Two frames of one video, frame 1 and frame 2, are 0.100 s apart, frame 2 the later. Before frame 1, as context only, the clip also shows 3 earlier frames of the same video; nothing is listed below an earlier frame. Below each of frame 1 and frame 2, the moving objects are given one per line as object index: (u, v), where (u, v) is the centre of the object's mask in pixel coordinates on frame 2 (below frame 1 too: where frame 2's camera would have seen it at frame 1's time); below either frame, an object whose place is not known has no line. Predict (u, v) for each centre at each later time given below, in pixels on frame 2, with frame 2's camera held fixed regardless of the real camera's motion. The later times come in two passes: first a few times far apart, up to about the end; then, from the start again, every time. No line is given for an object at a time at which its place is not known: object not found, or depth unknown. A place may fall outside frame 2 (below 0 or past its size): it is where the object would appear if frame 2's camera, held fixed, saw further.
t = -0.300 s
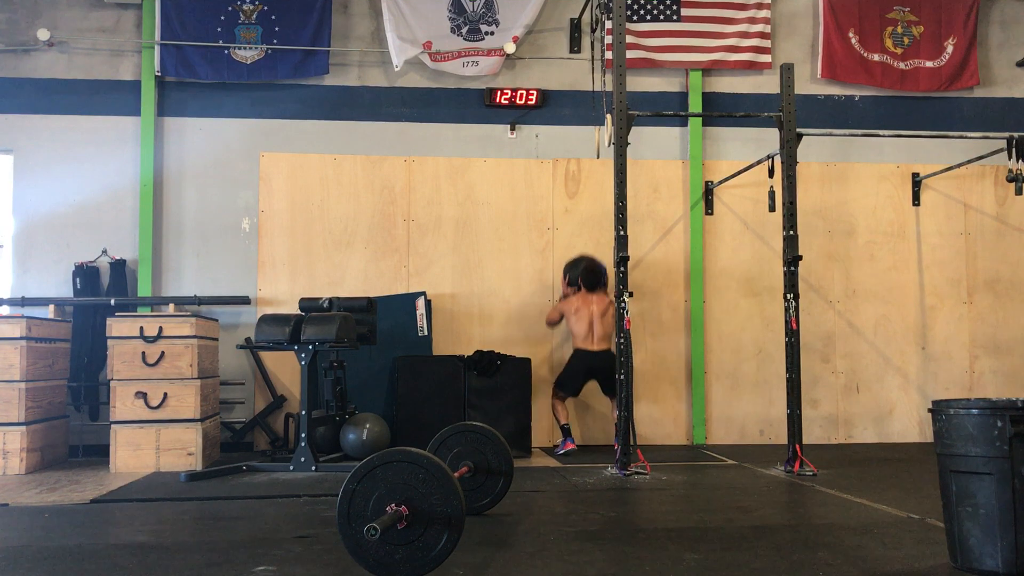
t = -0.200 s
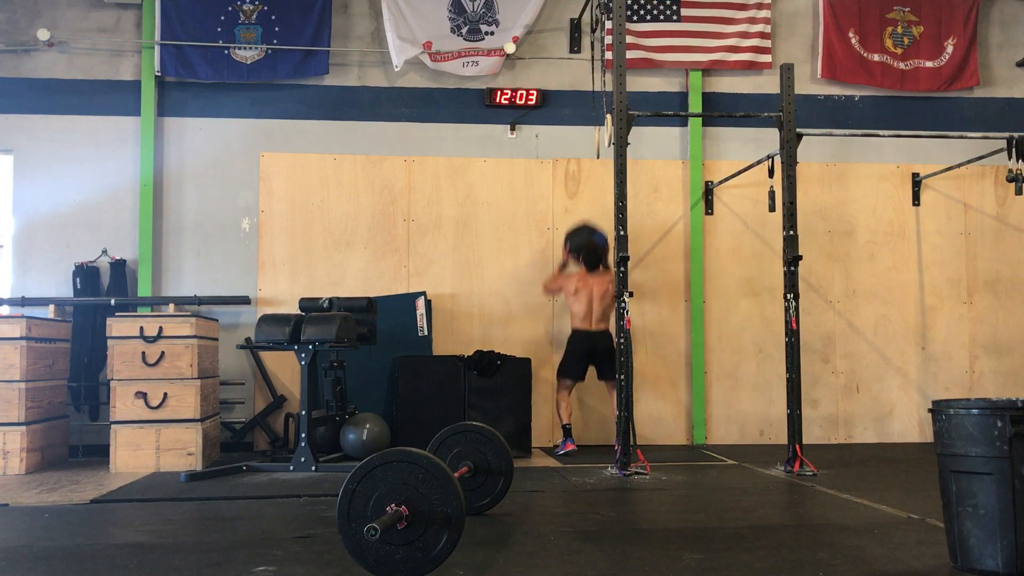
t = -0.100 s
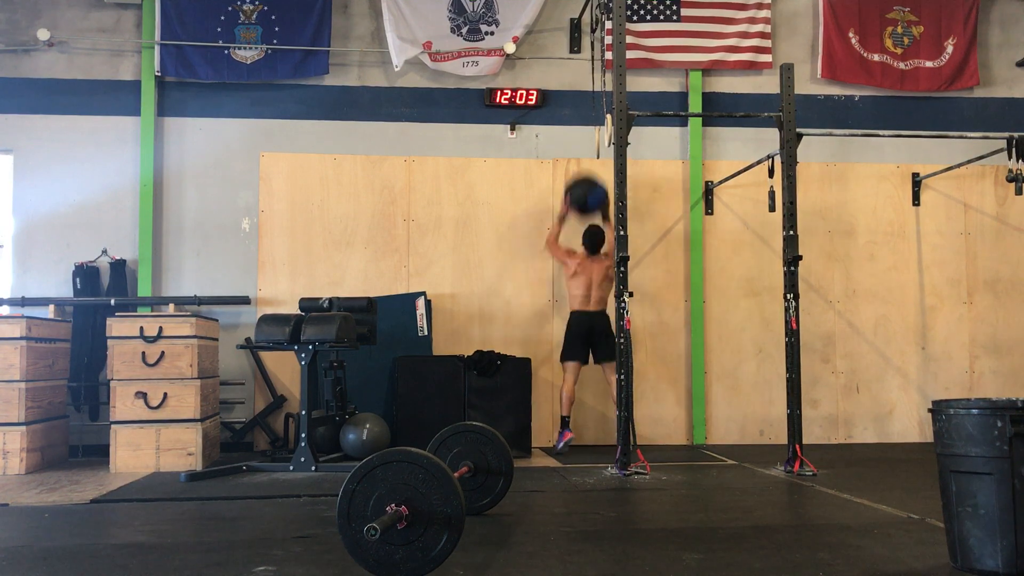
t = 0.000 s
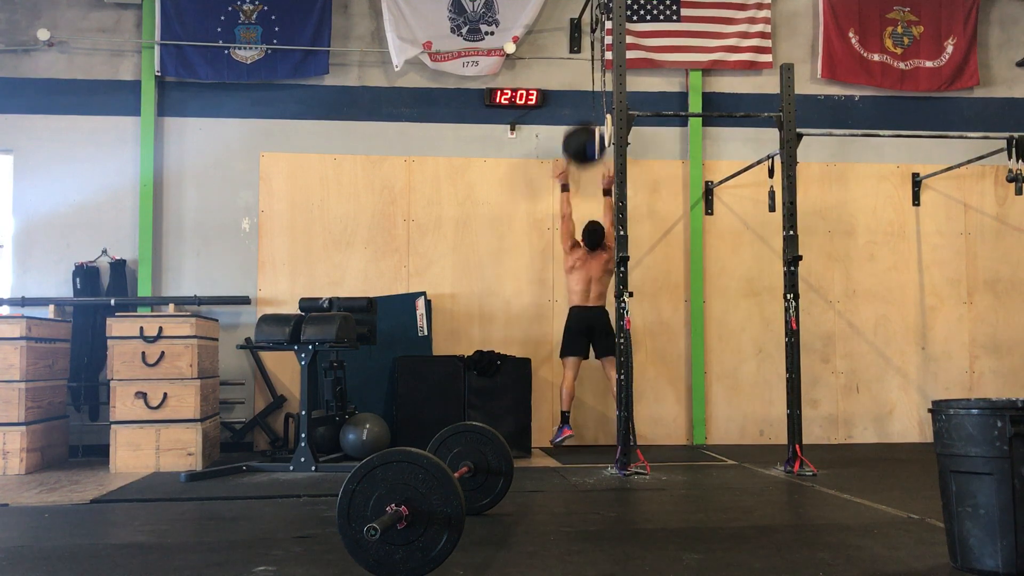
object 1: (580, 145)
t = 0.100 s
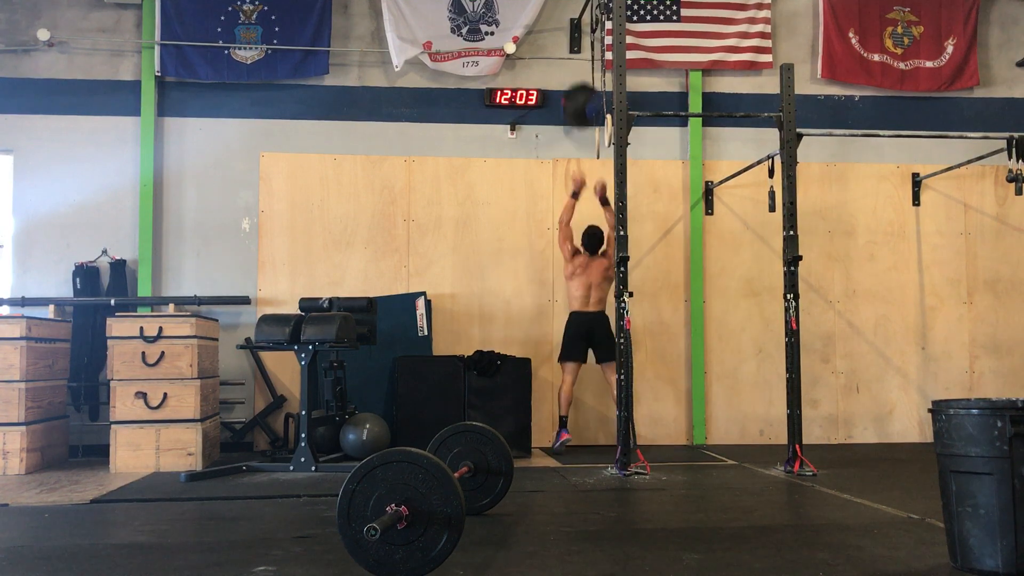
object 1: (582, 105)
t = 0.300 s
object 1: (580, 64)
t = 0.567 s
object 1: (582, 76)
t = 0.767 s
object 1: (583, 139)
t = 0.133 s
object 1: (582, 94)
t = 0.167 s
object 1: (581, 86)
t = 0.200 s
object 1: (581, 78)
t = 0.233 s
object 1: (580, 72)
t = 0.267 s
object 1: (580, 67)
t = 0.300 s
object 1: (580, 64)
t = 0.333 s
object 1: (580, 62)
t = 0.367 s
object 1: (580, 60)
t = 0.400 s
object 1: (580, 60)
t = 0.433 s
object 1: (581, 60)
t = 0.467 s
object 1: (581, 63)
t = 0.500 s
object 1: (581, 66)
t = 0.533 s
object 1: (581, 70)
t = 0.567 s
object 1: (582, 76)
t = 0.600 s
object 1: (582, 84)
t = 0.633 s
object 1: (582, 93)
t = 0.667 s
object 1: (582, 103)
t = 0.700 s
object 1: (583, 112)
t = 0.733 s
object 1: (583, 124)
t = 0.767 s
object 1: (583, 139)
